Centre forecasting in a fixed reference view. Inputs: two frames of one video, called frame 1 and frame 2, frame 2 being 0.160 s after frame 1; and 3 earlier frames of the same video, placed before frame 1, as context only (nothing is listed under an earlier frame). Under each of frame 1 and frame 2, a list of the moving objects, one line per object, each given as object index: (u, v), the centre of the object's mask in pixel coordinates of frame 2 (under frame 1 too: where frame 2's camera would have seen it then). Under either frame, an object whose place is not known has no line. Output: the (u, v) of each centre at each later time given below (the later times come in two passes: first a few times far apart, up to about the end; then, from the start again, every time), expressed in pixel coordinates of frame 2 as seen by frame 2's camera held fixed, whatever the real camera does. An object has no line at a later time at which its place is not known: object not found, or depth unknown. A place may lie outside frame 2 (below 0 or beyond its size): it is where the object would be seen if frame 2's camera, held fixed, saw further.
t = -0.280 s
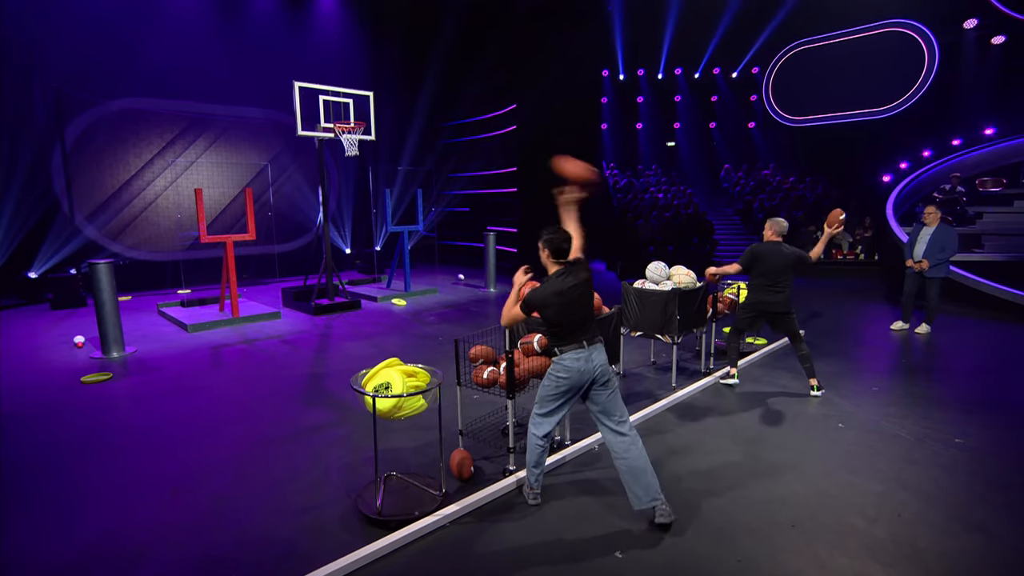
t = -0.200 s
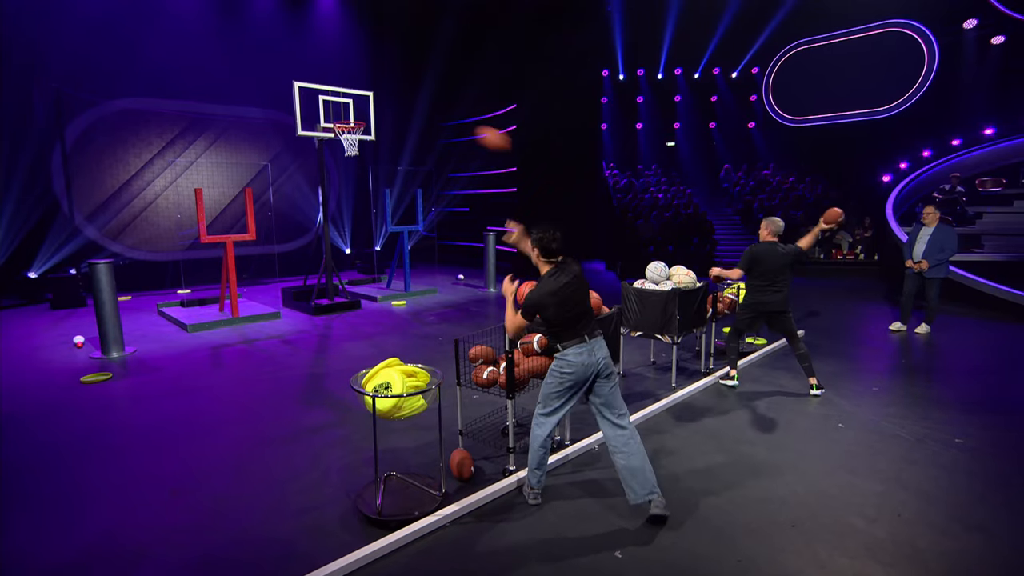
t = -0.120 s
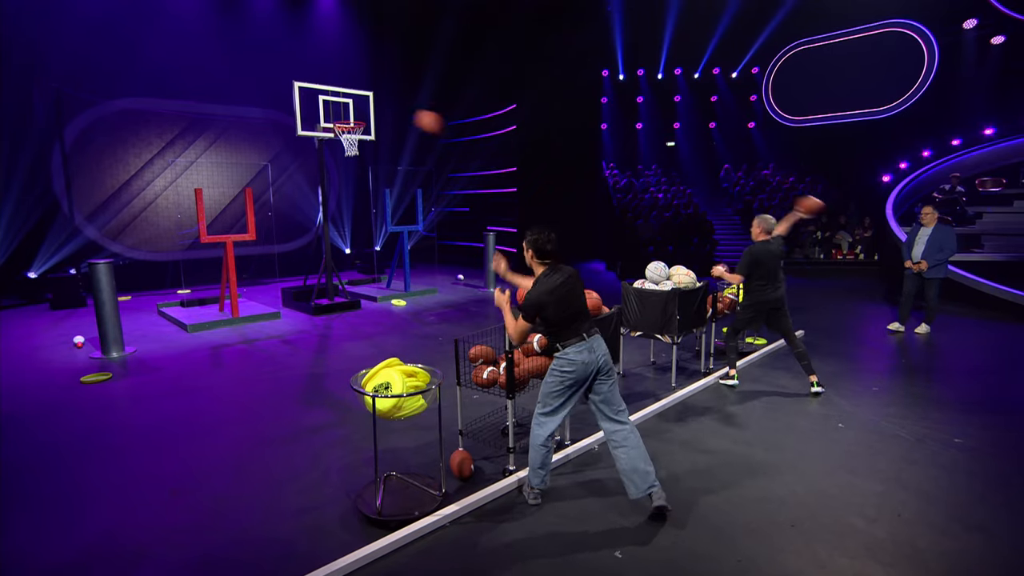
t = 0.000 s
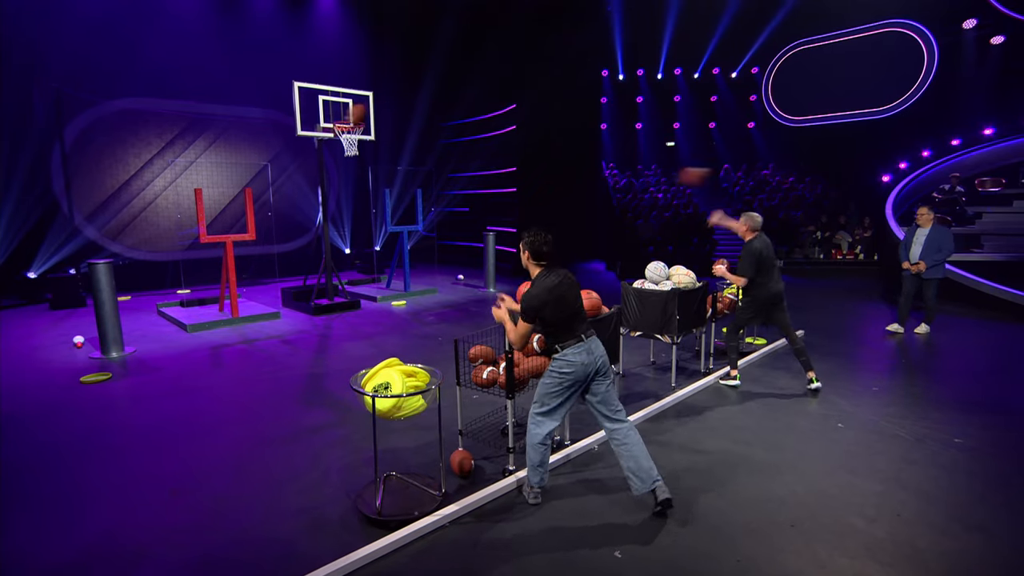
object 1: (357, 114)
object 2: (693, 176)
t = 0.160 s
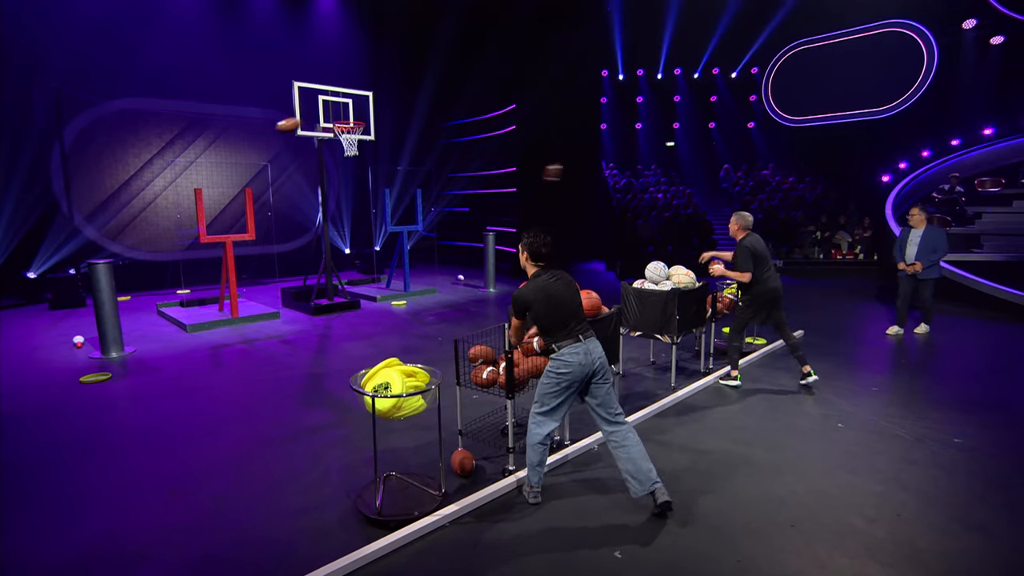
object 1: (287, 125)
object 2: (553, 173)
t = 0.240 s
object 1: (264, 135)
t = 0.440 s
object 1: (217, 176)
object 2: (408, 205)
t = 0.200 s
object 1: (275, 129)
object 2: (527, 175)
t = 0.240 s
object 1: (264, 135)
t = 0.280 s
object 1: (253, 142)
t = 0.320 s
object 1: (243, 150)
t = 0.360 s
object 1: (234, 158)
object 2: (440, 192)
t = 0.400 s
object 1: (225, 167)
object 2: (423, 199)
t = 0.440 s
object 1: (217, 176)
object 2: (408, 205)
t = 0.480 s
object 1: (210, 186)
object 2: (394, 213)
